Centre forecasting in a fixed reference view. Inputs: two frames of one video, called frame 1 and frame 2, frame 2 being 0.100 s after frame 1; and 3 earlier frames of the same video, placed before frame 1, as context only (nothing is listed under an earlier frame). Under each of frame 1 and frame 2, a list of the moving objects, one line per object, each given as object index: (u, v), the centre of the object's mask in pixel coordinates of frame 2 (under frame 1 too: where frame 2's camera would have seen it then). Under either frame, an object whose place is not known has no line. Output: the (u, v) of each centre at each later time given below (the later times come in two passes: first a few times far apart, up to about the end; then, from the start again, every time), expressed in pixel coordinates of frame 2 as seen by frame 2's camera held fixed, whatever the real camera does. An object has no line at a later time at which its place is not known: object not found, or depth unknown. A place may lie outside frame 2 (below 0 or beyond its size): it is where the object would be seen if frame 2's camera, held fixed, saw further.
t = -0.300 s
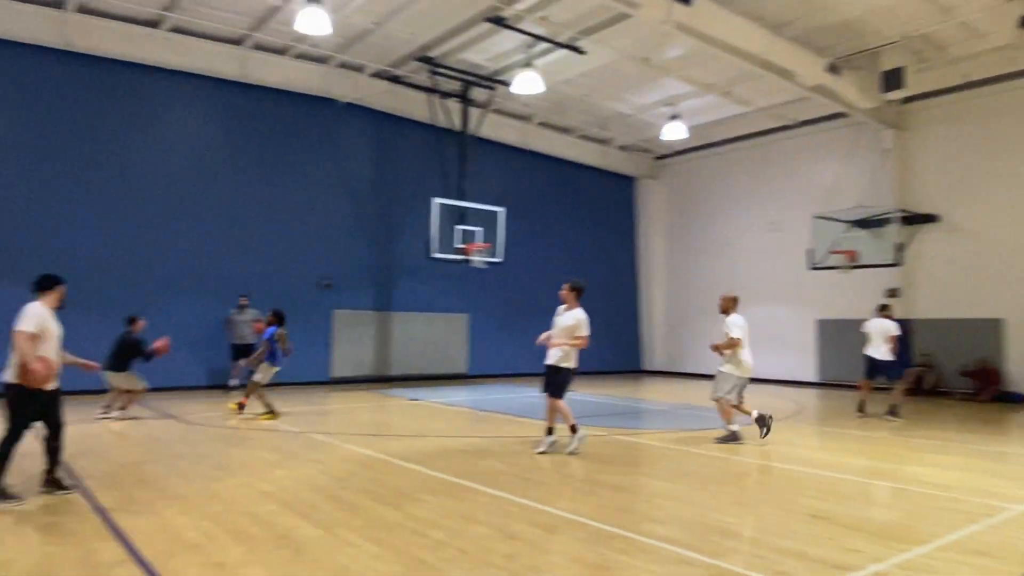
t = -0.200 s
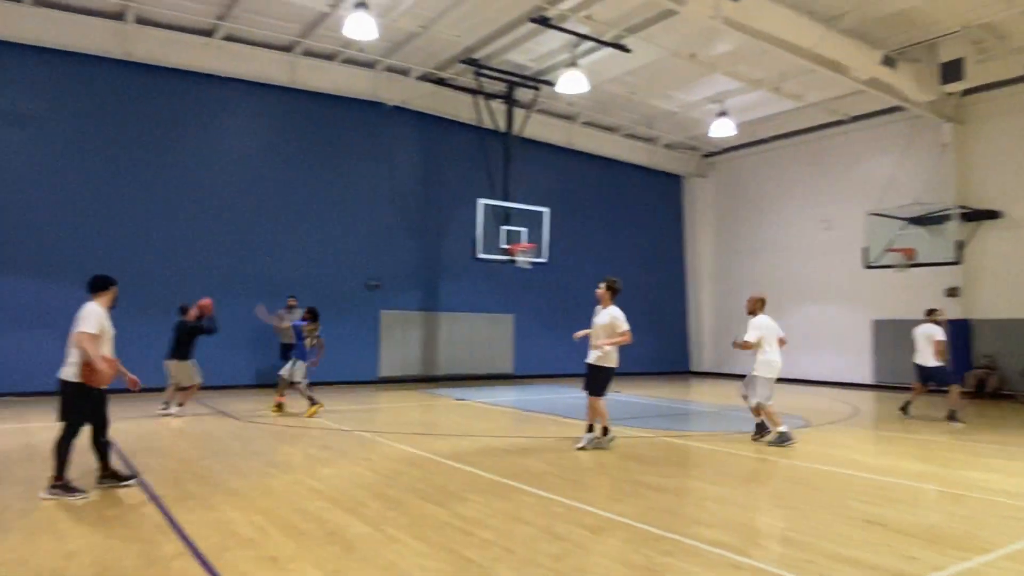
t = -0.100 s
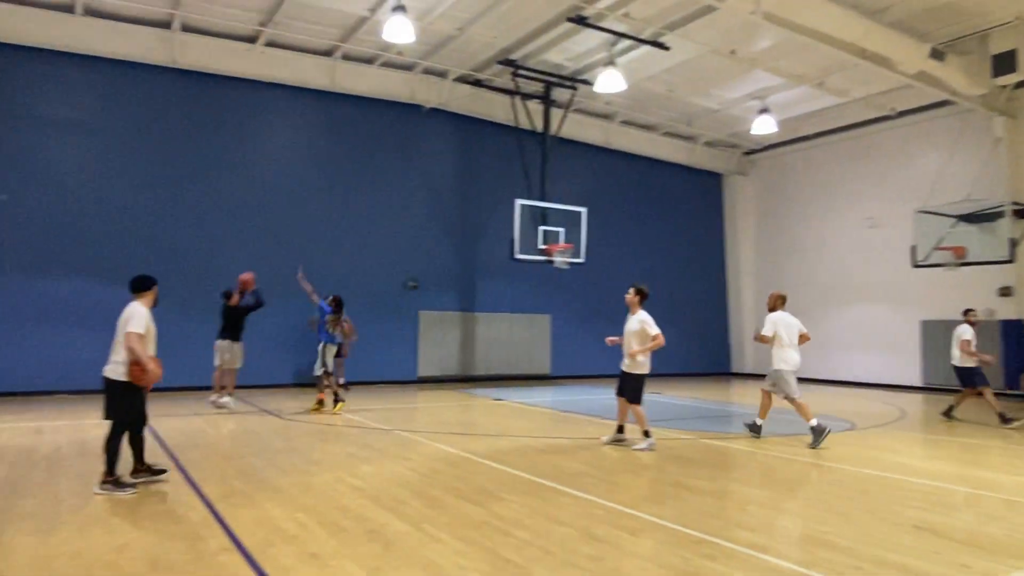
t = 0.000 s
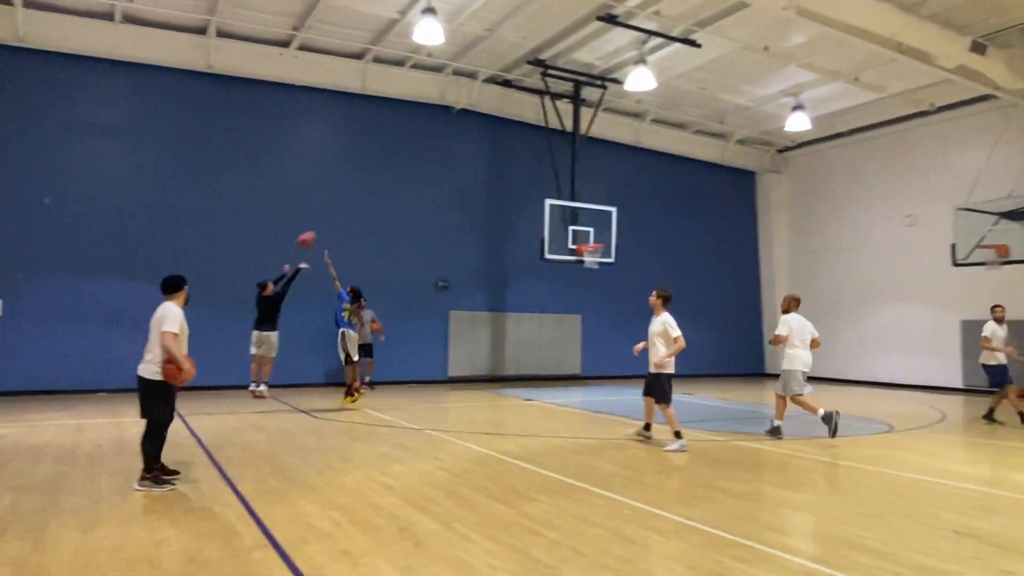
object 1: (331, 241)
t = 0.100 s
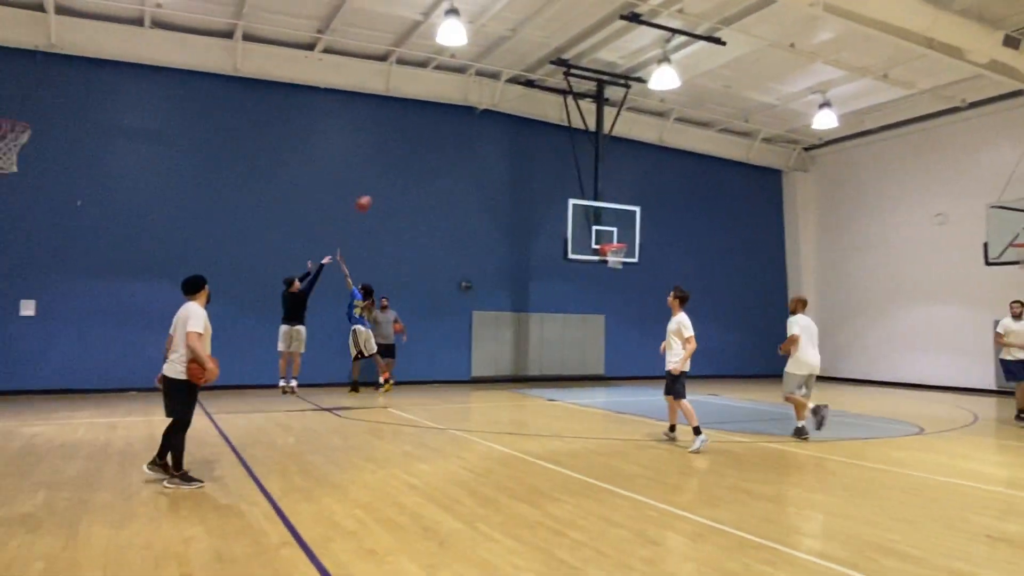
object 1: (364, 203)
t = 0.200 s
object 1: (393, 174)
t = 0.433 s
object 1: (452, 133)
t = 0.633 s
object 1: (498, 125)
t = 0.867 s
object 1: (547, 142)
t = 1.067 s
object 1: (585, 174)
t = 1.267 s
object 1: (618, 225)
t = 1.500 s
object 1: (643, 231)
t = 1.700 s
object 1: (660, 239)
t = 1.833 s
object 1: (673, 255)
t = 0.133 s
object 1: (373, 193)
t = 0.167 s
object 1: (383, 183)
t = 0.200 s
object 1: (393, 174)
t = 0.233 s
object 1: (402, 166)
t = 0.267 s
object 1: (411, 159)
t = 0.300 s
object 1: (419, 152)
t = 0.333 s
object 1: (428, 146)
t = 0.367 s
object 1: (436, 141)
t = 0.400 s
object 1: (445, 137)
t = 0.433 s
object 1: (452, 133)
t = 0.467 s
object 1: (460, 130)
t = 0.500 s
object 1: (468, 127)
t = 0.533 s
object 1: (475, 126)
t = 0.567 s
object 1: (483, 125)
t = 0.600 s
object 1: (491, 125)
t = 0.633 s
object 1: (498, 125)
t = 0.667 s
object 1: (505, 126)
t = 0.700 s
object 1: (513, 127)
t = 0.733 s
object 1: (520, 129)
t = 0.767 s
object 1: (527, 131)
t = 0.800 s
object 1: (534, 134)
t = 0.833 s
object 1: (541, 137)
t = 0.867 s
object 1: (547, 142)
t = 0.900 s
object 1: (554, 146)
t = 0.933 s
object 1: (561, 151)
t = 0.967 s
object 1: (566, 156)
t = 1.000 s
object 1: (573, 162)
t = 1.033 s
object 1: (578, 169)
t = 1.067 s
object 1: (585, 174)
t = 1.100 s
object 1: (590, 182)
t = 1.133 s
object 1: (596, 190)
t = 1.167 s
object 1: (601, 197)
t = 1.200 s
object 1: (607, 206)
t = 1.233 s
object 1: (612, 215)
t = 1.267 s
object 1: (618, 225)
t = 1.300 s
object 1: (624, 235)
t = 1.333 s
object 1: (627, 239)
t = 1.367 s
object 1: (630, 236)
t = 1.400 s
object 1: (633, 233)
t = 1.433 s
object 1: (637, 232)
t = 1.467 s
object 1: (639, 232)
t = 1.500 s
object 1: (643, 231)
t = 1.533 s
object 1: (646, 231)
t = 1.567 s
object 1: (649, 231)
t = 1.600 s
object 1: (652, 232)
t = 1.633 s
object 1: (655, 235)
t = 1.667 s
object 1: (657, 237)
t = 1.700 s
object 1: (660, 239)
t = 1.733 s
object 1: (664, 242)
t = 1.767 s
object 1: (667, 246)
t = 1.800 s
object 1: (670, 250)
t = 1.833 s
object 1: (673, 255)
